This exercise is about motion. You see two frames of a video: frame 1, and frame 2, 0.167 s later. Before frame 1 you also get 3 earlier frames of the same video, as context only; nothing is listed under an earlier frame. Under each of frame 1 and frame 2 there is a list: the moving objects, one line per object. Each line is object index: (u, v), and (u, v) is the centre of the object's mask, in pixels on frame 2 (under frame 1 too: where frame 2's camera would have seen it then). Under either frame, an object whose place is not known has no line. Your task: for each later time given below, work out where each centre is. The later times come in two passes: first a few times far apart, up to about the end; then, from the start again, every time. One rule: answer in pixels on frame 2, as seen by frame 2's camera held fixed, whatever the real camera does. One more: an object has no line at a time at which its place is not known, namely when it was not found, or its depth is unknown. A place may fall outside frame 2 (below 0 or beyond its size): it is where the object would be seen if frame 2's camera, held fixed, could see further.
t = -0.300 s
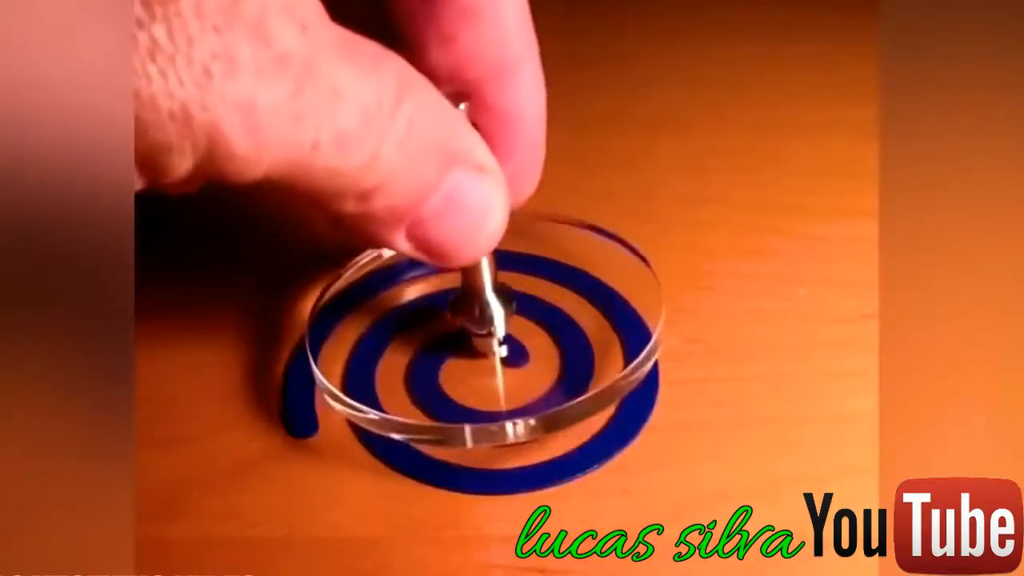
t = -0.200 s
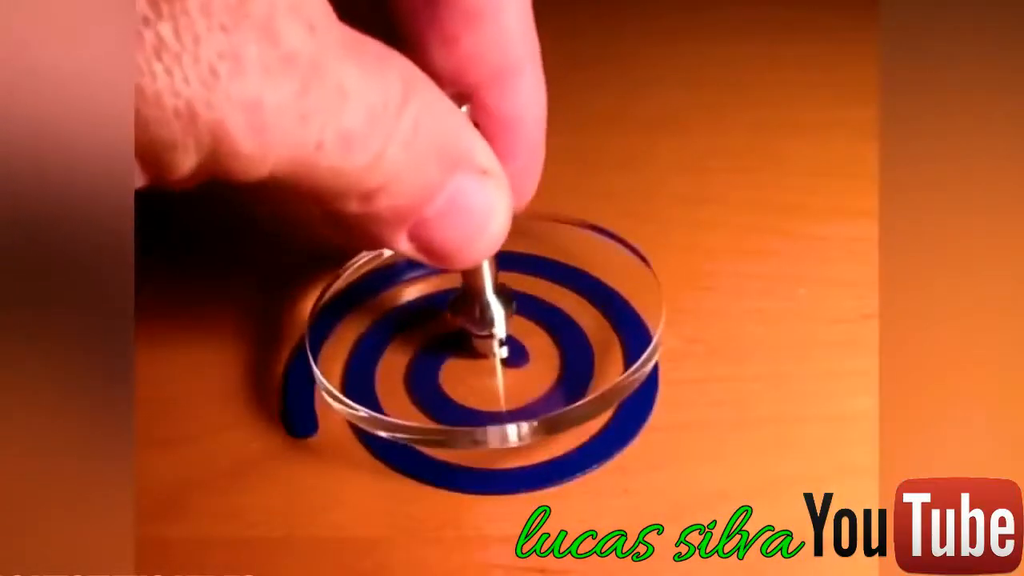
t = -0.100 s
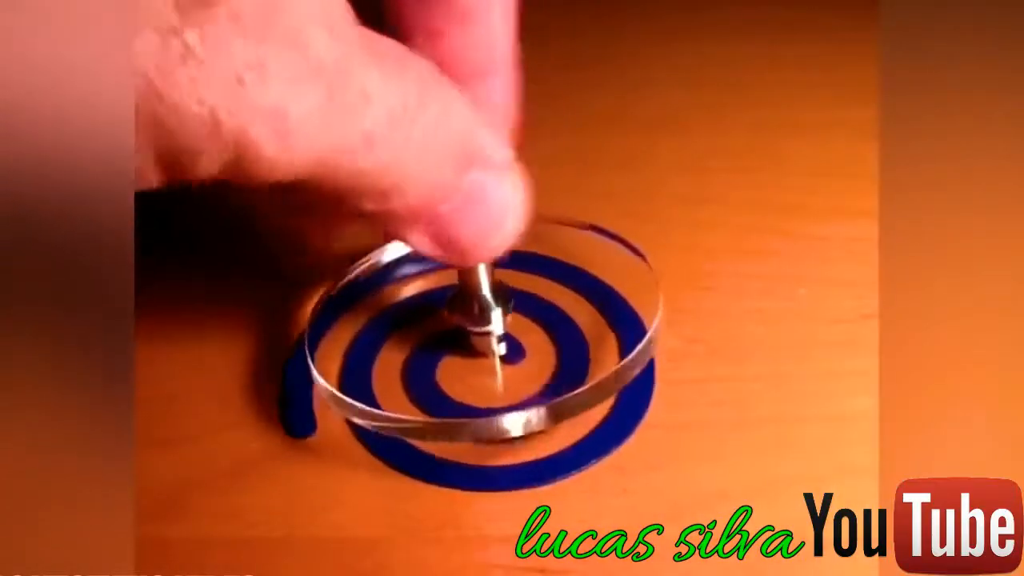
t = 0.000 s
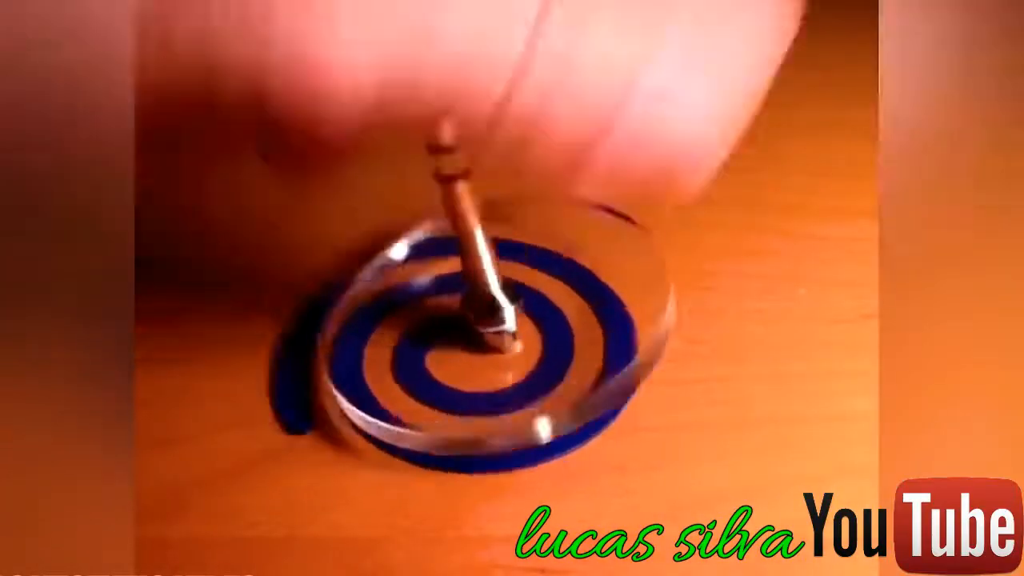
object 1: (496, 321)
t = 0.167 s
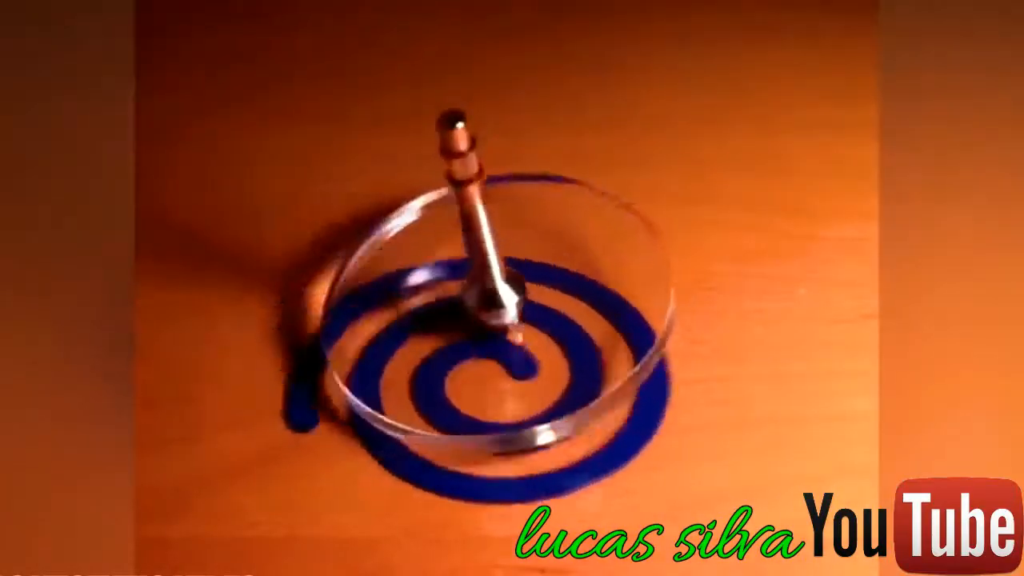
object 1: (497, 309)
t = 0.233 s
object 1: (492, 307)
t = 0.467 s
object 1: (477, 306)
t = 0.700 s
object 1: (471, 304)
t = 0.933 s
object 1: (478, 314)
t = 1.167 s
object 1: (495, 316)
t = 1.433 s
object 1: (505, 311)
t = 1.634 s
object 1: (508, 312)
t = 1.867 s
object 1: (514, 312)
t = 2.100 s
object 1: (520, 308)
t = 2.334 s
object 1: (519, 307)
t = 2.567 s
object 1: (515, 304)
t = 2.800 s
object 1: (510, 303)
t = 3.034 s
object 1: (512, 302)
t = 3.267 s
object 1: (514, 303)
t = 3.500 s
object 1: (513, 303)
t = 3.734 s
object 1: (508, 303)
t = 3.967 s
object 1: (509, 301)
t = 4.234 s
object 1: (510, 301)
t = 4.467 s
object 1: (511, 302)
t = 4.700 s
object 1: (510, 304)
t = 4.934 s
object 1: (509, 302)
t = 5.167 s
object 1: (507, 300)
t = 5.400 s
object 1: (504, 301)
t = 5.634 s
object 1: (501, 299)
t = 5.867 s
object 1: (499, 299)
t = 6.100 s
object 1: (498, 299)
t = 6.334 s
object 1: (498, 298)
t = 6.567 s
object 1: (495, 297)
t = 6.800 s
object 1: (496, 298)
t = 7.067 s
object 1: (499, 298)
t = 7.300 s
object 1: (498, 298)
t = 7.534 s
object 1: (498, 298)
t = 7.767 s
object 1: (499, 298)
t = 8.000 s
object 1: (499, 298)
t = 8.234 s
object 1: (499, 298)
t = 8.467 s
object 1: (499, 298)
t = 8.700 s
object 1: (499, 298)
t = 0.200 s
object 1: (495, 308)
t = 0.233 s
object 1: (492, 307)
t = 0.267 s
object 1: (489, 308)
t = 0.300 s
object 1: (488, 308)
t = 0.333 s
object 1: (489, 308)
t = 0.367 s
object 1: (483, 306)
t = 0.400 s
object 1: (480, 306)
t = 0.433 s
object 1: (479, 306)
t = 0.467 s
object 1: (477, 306)
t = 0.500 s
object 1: (475, 307)
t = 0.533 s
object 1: (475, 307)
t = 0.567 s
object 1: (475, 304)
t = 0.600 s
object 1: (472, 305)
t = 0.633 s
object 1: (471, 306)
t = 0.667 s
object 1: (470, 307)
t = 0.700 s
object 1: (471, 304)
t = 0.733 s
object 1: (468, 305)
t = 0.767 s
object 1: (470, 309)
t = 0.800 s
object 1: (471, 310)
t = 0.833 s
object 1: (473, 312)
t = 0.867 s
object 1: (474, 312)
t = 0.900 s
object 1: (476, 314)
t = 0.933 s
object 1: (478, 314)
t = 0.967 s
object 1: (480, 316)
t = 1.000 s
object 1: (482, 316)
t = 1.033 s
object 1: (485, 316)
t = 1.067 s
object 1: (487, 316)
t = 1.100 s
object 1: (490, 316)
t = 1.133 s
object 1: (493, 315)
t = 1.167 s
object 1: (495, 316)
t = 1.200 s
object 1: (497, 314)
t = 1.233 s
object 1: (498, 314)
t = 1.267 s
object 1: (500, 315)
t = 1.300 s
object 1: (502, 314)
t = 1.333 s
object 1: (503, 312)
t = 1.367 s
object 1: (504, 312)
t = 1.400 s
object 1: (505, 312)
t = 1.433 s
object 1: (505, 311)
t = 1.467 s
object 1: (505, 311)
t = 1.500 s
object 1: (506, 312)
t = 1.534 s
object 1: (507, 312)
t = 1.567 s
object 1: (506, 312)
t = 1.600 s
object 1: (507, 312)
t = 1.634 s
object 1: (508, 312)
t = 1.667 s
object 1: (508, 311)
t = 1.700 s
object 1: (509, 311)
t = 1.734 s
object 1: (509, 312)
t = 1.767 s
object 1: (510, 312)
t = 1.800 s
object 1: (512, 312)
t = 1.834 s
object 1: (513, 312)
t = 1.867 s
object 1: (514, 312)
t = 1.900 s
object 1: (514, 311)
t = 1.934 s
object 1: (513, 311)
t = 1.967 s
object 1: (512, 311)
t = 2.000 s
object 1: (515, 311)
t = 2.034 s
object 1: (520, 310)
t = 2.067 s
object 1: (520, 308)
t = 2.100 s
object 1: (520, 308)
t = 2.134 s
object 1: (522, 308)
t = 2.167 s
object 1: (522, 306)
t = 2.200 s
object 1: (522, 306)
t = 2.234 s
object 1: (522, 307)
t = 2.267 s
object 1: (522, 306)
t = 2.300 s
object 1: (521, 306)
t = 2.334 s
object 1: (519, 307)
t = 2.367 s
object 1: (518, 306)
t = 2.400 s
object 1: (517, 305)
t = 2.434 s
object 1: (517, 305)
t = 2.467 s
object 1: (516, 305)
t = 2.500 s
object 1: (515, 305)
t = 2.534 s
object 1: (515, 304)
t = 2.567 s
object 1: (515, 304)
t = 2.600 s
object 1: (514, 304)
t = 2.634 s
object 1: (513, 304)
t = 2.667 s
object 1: (512, 303)
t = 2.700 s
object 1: (512, 303)
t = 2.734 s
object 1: (511, 303)
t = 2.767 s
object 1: (510, 303)
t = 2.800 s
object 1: (510, 303)
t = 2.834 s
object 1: (510, 303)
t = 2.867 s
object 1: (510, 302)
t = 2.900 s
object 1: (510, 302)
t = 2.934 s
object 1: (510, 302)
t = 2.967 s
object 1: (511, 302)
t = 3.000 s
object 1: (512, 302)
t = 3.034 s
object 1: (512, 302)
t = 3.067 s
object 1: (513, 302)
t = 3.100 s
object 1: (515, 304)
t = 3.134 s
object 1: (515, 303)
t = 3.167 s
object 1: (514, 303)
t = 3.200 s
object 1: (514, 303)
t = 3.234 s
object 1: (514, 304)
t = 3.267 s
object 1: (514, 303)
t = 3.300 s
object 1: (514, 304)
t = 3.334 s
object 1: (514, 305)
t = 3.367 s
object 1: (514, 304)
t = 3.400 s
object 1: (514, 304)
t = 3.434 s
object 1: (514, 305)
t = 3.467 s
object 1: (514, 304)
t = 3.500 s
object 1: (513, 303)
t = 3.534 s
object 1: (511, 303)
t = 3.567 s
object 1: (509, 303)
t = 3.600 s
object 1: (508, 303)
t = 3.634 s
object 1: (508, 302)
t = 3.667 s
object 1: (507, 302)
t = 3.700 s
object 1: (508, 303)
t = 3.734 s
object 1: (508, 303)
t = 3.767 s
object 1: (508, 302)
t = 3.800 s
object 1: (508, 302)
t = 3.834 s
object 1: (509, 302)
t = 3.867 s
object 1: (509, 302)
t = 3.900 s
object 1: (509, 302)
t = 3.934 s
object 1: (509, 302)
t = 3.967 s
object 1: (509, 301)
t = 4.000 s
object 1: (509, 301)
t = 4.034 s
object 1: (508, 301)
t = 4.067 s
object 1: (508, 301)
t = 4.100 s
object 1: (509, 301)
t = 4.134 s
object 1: (509, 302)
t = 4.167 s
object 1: (509, 301)
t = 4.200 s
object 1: (510, 302)
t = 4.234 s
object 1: (510, 301)
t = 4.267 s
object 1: (510, 302)
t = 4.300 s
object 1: (509, 302)
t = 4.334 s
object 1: (509, 302)
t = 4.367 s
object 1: (509, 302)
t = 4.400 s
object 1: (510, 303)
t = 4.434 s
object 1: (511, 303)
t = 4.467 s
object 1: (511, 302)
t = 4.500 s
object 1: (510, 303)
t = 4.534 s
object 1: (511, 303)
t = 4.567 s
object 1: (511, 304)
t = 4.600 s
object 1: (512, 304)
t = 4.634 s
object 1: (511, 304)
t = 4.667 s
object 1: (510, 304)
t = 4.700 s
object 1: (510, 304)
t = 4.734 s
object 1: (510, 303)
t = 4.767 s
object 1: (510, 303)
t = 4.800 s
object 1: (510, 305)
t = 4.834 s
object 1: (510, 303)
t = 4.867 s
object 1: (510, 302)
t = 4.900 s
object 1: (509, 302)
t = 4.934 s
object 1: (509, 302)
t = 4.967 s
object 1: (509, 302)
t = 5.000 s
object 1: (509, 301)
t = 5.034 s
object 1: (508, 301)
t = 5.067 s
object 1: (508, 301)
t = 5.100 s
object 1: (508, 301)
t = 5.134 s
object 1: (508, 300)
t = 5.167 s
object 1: (507, 300)
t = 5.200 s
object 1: (506, 300)
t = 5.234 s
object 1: (506, 300)
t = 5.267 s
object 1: (506, 300)
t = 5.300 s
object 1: (505, 300)
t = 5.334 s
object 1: (504, 301)
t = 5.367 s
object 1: (503, 301)
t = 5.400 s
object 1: (504, 301)
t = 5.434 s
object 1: (503, 300)
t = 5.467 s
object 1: (503, 300)
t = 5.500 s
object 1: (503, 301)
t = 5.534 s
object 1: (502, 300)
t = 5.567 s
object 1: (502, 300)
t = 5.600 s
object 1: (502, 299)
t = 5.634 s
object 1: (501, 299)
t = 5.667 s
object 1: (501, 299)
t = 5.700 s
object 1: (500, 300)
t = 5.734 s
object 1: (500, 300)
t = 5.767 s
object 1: (500, 300)
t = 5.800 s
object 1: (500, 299)
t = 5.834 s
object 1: (500, 299)
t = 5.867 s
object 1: (499, 299)
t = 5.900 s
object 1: (498, 299)
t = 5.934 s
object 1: (499, 300)
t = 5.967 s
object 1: (499, 299)
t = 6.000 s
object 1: (498, 298)
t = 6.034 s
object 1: (497, 298)
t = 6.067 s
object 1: (499, 298)
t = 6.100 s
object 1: (498, 299)
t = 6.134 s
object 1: (498, 298)
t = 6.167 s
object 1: (499, 298)
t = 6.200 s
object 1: (499, 297)
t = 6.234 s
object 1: (498, 298)
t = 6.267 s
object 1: (497, 297)
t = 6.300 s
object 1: (498, 298)
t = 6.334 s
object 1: (498, 298)
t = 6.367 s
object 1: (499, 298)
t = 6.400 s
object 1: (498, 298)
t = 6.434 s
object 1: (498, 298)
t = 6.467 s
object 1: (497, 298)
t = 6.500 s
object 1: (497, 298)
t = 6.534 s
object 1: (496, 298)
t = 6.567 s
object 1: (495, 297)
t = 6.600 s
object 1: (495, 298)
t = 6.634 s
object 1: (494, 298)
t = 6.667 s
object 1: (496, 297)
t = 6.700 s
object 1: (495, 297)
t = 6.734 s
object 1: (495, 297)
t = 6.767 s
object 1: (495, 298)
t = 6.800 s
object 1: (496, 298)
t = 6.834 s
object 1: (498, 298)
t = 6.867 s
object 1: (497, 298)
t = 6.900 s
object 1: (497, 298)
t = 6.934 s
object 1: (497, 298)
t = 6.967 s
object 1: (497, 298)
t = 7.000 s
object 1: (498, 299)
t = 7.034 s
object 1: (498, 298)
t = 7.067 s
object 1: (499, 298)
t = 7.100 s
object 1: (499, 298)
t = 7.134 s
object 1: (499, 298)
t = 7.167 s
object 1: (498, 298)
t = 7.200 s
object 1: (498, 298)
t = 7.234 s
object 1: (498, 298)
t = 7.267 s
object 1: (498, 298)
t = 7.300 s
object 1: (498, 298)
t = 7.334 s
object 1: (498, 297)
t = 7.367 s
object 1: (498, 298)
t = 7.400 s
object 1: (499, 298)
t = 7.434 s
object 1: (498, 298)
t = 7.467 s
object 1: (498, 298)
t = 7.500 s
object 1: (498, 298)
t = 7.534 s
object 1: (498, 298)
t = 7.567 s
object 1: (498, 298)
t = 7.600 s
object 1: (498, 298)
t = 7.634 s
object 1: (499, 298)
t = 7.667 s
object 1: (499, 298)
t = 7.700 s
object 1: (499, 298)
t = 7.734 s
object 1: (499, 298)
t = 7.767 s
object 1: (499, 298)
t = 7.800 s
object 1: (499, 298)
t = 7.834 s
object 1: (499, 298)
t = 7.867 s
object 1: (499, 298)
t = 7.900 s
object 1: (499, 298)
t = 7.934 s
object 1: (499, 298)
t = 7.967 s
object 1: (499, 298)
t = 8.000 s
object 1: (499, 298)
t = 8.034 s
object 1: (499, 298)
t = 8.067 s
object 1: (499, 298)
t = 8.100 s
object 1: (499, 298)
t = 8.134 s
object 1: (499, 298)
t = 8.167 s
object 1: (499, 298)
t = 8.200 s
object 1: (499, 298)
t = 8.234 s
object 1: (499, 298)
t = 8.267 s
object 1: (499, 297)
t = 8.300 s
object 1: (499, 298)
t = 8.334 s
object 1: (499, 297)
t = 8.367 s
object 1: (499, 297)
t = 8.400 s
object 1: (499, 297)
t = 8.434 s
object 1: (499, 297)
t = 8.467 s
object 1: (499, 298)
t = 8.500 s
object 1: (499, 297)
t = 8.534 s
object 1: (499, 298)
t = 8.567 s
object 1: (499, 298)
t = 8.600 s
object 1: (499, 298)
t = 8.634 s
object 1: (499, 298)
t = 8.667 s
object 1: (499, 298)
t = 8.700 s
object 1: (499, 298)
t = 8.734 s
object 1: (500, 298)
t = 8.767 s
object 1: (500, 298)
